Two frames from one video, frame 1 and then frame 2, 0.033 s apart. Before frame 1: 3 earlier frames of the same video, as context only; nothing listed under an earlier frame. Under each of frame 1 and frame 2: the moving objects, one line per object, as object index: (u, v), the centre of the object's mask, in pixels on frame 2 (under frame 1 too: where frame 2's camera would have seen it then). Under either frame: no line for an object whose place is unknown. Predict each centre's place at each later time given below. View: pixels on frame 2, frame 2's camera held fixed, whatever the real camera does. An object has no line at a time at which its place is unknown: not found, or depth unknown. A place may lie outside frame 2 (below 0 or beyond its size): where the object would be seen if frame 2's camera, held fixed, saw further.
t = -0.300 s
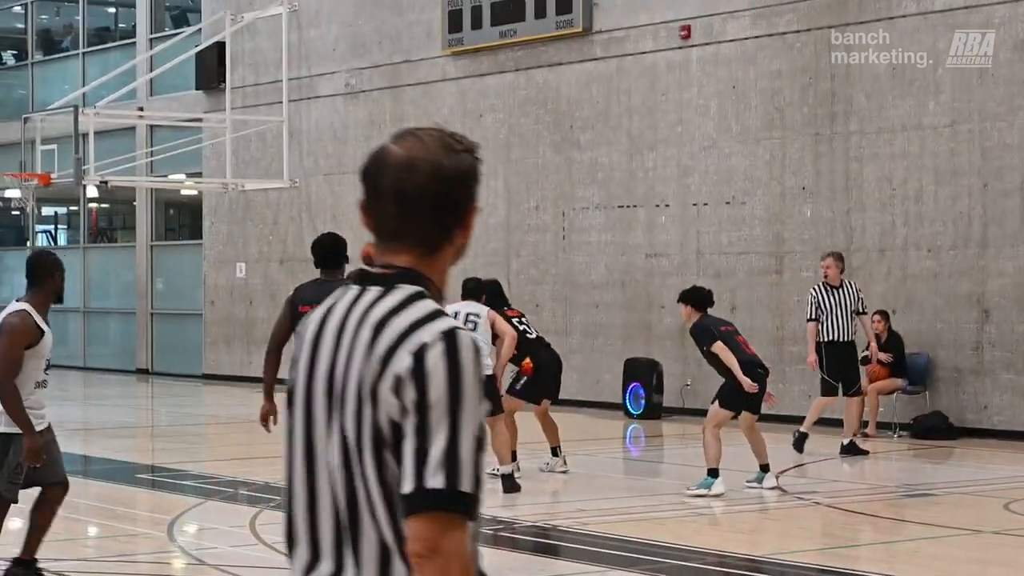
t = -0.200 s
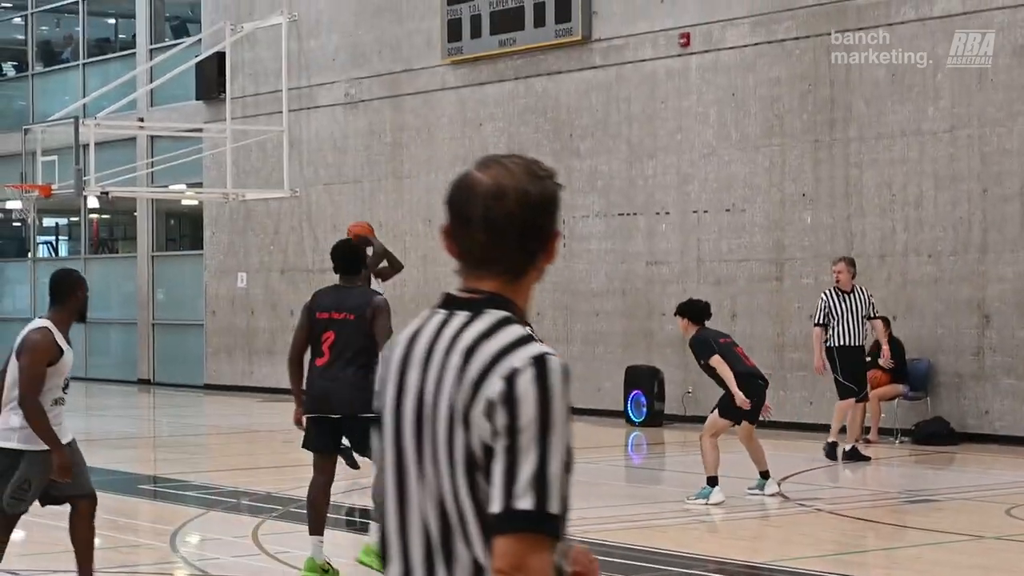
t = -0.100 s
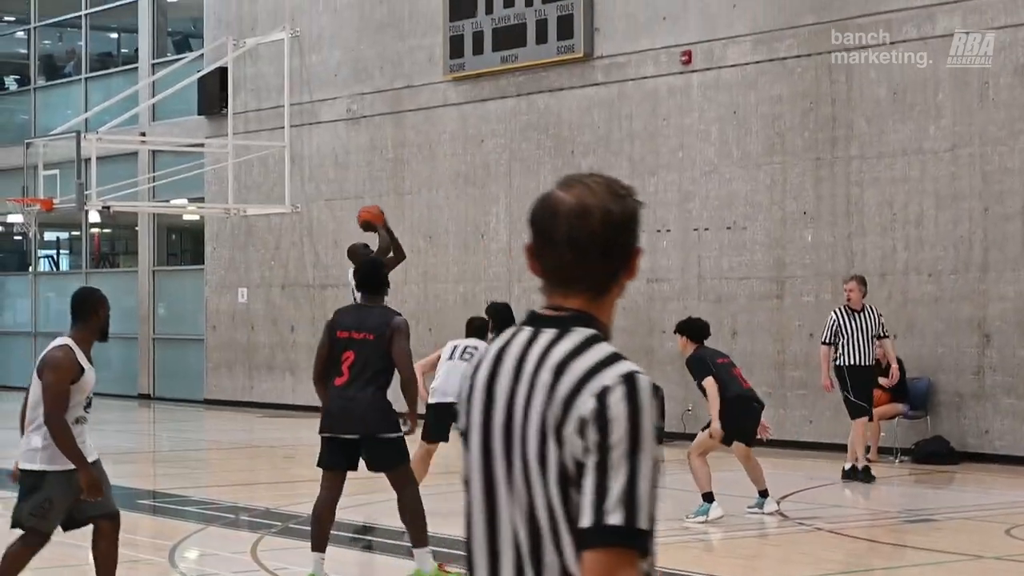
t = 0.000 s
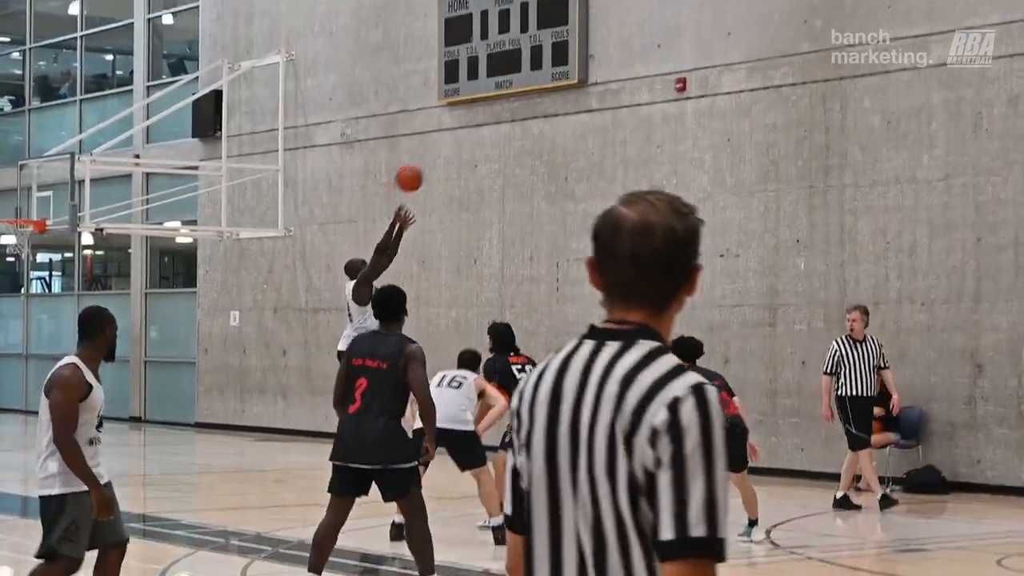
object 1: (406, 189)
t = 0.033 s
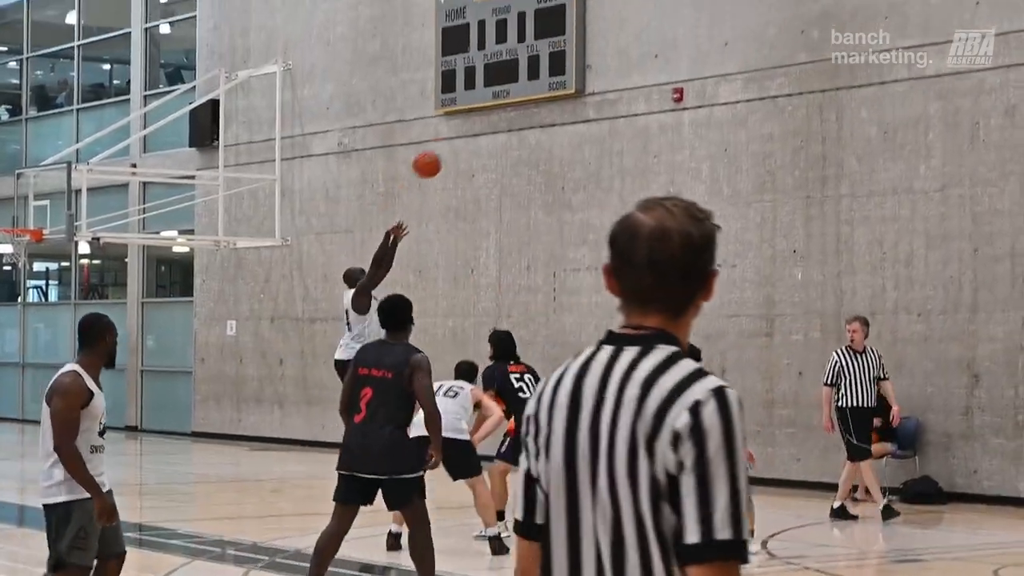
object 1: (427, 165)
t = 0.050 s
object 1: (437, 153)
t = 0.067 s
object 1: (448, 141)
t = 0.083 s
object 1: (458, 131)
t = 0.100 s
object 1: (469, 121)
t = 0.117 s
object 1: (479, 111)
